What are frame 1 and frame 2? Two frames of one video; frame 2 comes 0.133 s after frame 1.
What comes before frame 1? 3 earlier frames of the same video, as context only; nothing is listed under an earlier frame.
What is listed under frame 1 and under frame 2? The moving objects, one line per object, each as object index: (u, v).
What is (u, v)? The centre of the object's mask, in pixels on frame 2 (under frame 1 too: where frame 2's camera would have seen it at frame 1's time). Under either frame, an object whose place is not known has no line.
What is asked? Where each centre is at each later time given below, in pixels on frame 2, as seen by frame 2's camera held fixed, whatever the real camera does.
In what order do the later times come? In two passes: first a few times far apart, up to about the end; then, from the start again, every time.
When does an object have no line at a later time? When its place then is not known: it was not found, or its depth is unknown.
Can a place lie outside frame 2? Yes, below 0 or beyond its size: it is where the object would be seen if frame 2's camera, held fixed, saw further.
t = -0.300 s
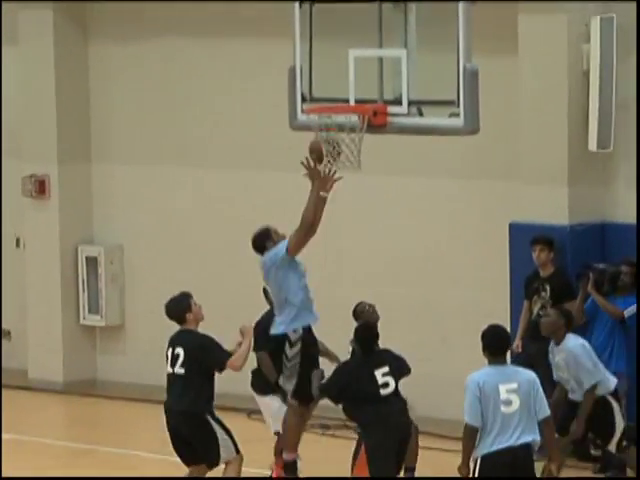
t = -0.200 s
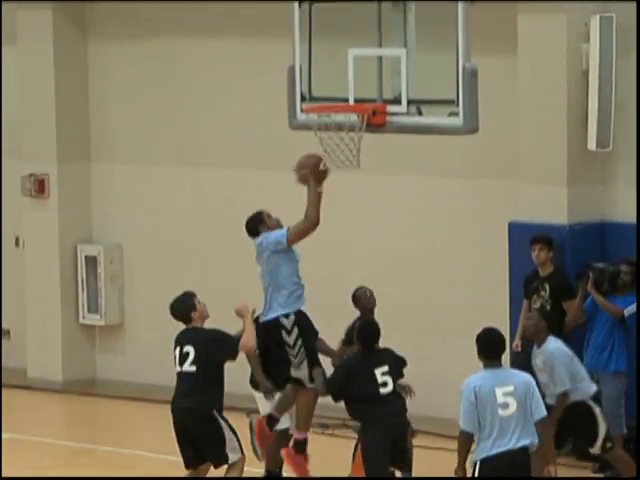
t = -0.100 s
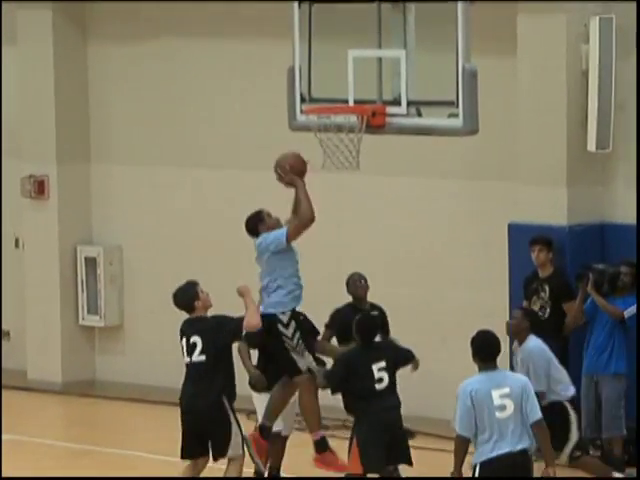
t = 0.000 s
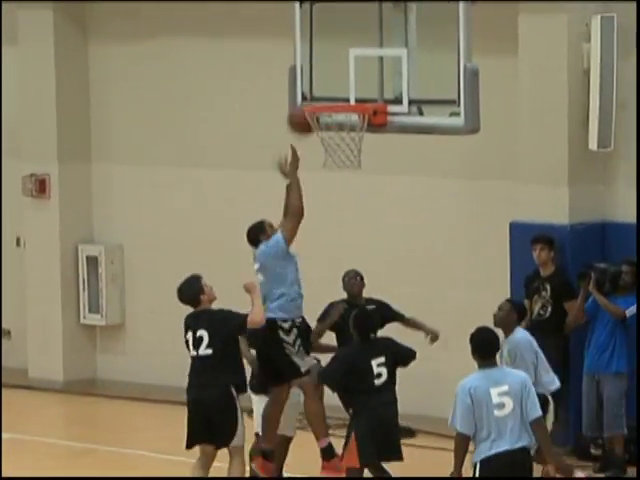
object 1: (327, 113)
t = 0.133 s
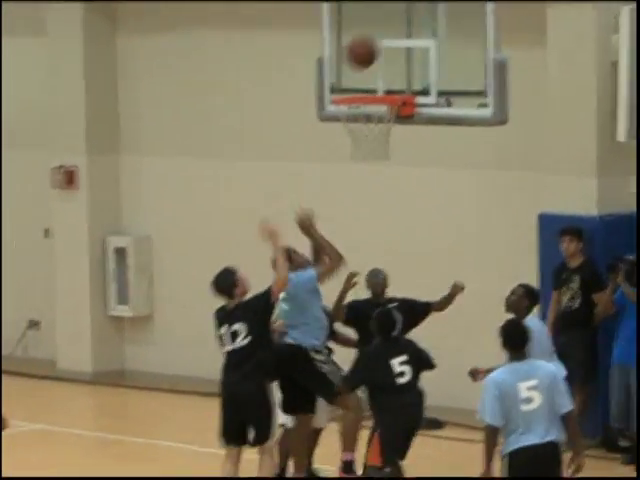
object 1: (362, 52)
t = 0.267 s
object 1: (370, 35)
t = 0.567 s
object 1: (364, 84)
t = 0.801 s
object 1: (363, 167)
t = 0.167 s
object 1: (369, 41)
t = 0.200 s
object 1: (372, 35)
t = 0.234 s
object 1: (370, 33)
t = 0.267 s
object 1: (370, 35)
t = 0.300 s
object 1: (369, 37)
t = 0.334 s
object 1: (369, 37)
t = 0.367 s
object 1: (368, 37)
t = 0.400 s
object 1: (368, 40)
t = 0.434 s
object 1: (367, 45)
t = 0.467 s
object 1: (366, 53)
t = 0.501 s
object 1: (365, 62)
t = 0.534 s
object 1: (365, 72)
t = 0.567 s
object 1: (364, 84)
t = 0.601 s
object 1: (364, 96)
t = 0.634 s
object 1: (362, 113)
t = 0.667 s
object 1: (362, 119)
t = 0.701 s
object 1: (362, 130)
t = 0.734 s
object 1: (362, 143)
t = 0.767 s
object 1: (362, 154)
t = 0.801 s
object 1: (363, 167)
